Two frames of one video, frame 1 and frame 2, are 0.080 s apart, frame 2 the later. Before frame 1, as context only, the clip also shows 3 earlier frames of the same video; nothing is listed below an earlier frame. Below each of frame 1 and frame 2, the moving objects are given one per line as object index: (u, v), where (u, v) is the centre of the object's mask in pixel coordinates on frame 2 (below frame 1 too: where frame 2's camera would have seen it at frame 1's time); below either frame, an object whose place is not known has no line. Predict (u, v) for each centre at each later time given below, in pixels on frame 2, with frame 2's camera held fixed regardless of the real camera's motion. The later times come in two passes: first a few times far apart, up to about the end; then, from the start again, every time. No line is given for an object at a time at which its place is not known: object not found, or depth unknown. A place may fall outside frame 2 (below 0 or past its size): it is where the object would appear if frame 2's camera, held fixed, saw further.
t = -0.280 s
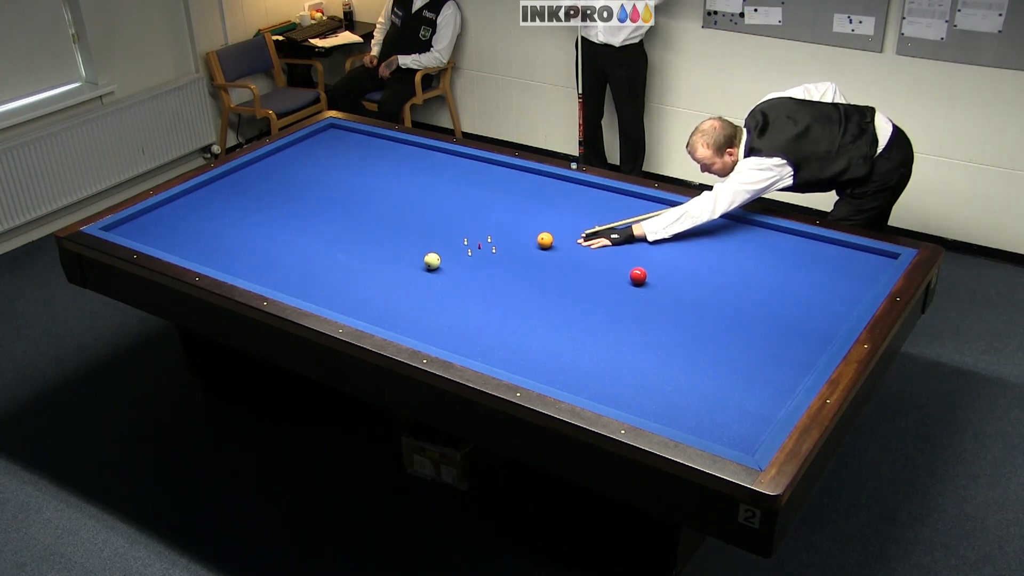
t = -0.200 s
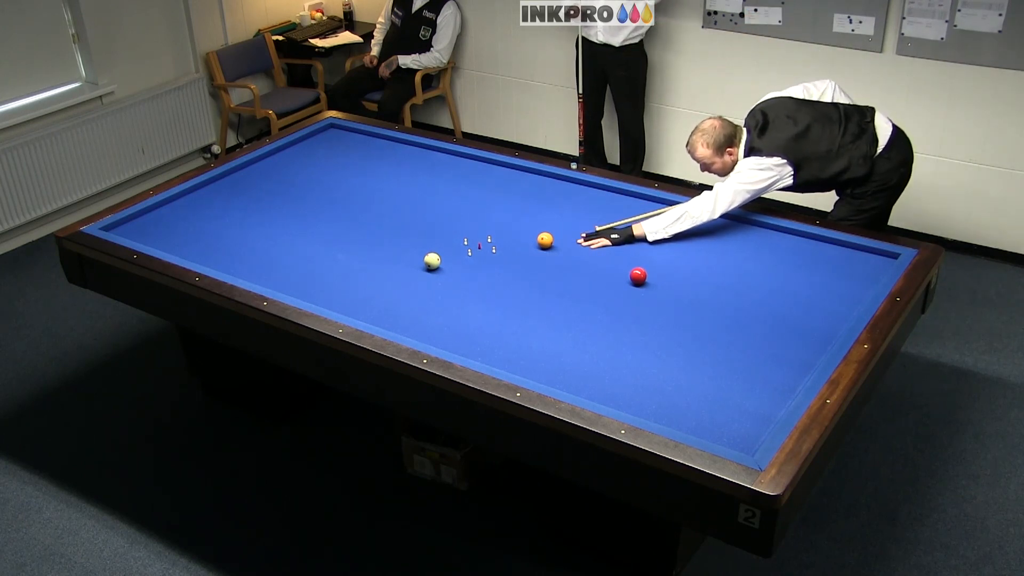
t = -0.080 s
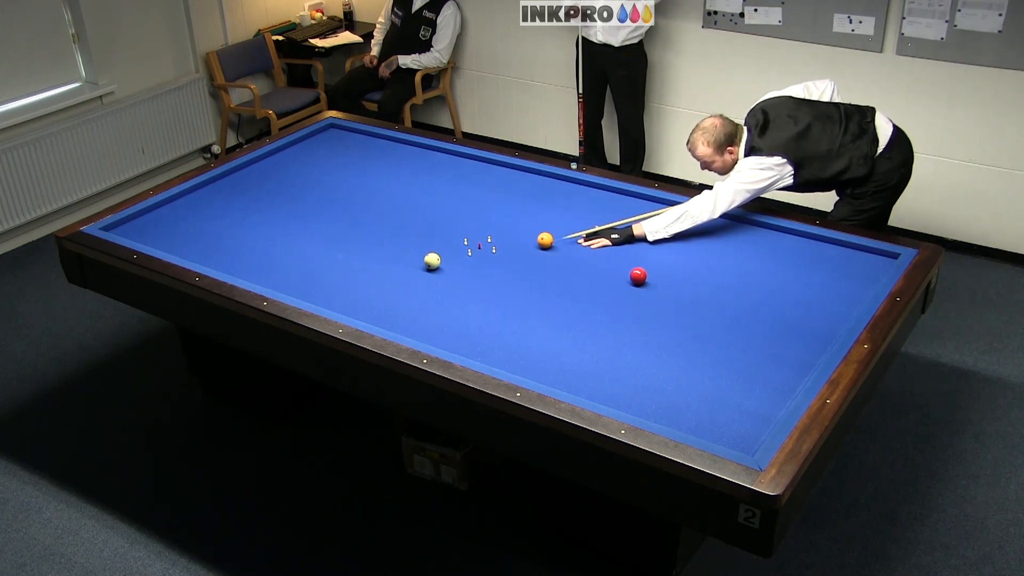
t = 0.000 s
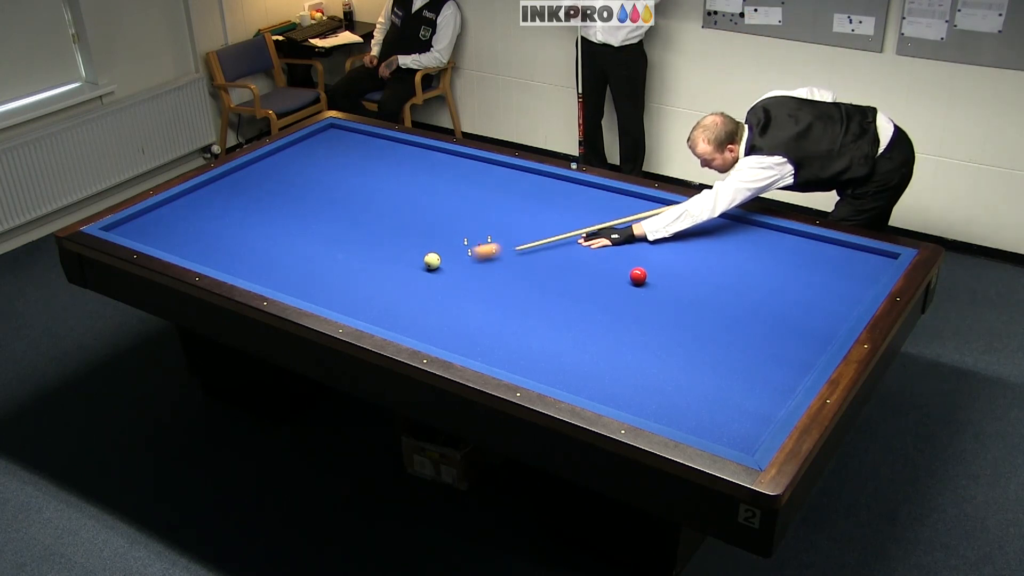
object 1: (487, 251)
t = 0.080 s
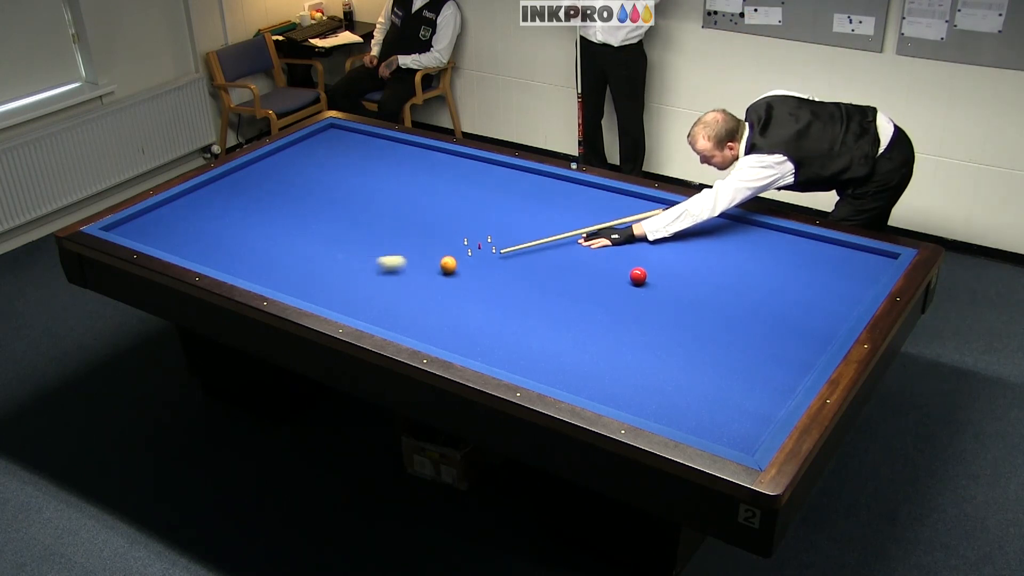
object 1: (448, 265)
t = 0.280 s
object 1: (455, 287)
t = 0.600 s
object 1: (474, 318)
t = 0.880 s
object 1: (491, 347)
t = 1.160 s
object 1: (524, 369)
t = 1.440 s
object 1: (583, 378)
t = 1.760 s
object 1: (652, 388)
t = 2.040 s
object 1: (712, 397)
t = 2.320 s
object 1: (772, 406)
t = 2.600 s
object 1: (765, 385)
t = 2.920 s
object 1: (750, 361)
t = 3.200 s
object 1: (738, 342)
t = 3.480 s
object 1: (728, 325)
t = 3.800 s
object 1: (716, 306)
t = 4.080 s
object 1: (707, 292)
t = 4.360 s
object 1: (699, 278)
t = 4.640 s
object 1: (691, 266)
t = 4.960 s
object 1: (682, 252)
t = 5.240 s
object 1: (676, 242)
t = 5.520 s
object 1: (669, 232)
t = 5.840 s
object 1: (662, 222)
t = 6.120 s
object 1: (657, 214)
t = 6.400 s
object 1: (652, 207)
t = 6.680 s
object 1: (647, 200)
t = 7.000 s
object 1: (637, 199)
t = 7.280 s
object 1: (627, 200)
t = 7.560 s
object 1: (618, 200)
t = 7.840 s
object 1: (611, 201)
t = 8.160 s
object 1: (603, 201)
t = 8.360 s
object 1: (599, 202)
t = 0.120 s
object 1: (449, 270)
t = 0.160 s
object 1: (450, 275)
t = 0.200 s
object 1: (451, 279)
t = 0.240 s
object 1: (453, 283)
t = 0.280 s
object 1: (455, 287)
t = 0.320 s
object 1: (457, 291)
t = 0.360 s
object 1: (459, 294)
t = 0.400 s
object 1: (462, 298)
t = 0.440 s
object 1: (464, 302)
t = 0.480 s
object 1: (467, 306)
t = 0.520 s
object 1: (469, 310)
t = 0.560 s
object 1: (471, 314)
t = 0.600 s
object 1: (474, 318)
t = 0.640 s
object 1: (476, 322)
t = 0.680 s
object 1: (479, 326)
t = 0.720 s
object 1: (481, 330)
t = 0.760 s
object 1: (484, 334)
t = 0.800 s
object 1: (486, 338)
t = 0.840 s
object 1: (489, 343)
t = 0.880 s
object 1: (491, 347)
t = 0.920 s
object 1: (494, 351)
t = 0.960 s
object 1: (497, 355)
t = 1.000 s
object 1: (500, 359)
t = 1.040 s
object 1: (502, 362)
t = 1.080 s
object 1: (506, 365)
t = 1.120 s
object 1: (515, 367)
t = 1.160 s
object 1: (524, 369)
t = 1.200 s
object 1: (532, 371)
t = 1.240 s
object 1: (541, 372)
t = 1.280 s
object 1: (549, 373)
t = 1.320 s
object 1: (558, 374)
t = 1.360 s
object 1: (566, 376)
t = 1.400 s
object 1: (575, 376)
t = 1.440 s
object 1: (583, 378)
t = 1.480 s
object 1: (592, 380)
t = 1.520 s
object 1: (601, 381)
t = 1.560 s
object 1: (609, 382)
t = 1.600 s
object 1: (618, 383)
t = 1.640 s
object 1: (626, 384)
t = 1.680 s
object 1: (635, 386)
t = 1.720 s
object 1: (643, 387)
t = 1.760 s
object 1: (652, 388)
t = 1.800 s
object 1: (661, 390)
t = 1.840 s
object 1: (669, 391)
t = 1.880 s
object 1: (678, 392)
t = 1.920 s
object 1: (686, 393)
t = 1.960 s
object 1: (695, 394)
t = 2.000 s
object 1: (704, 396)
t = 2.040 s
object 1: (712, 397)
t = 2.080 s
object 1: (721, 398)
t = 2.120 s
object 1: (729, 399)
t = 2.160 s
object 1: (737, 401)
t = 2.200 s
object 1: (746, 402)
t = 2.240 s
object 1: (755, 403)
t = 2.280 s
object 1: (763, 404)
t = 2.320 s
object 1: (772, 406)
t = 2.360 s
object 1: (779, 406)
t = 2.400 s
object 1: (776, 403)
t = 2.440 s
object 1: (773, 399)
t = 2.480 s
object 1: (771, 395)
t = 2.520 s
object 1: (769, 392)
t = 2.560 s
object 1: (767, 389)
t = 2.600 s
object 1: (765, 385)
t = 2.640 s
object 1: (763, 382)
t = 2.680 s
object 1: (761, 379)
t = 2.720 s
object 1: (759, 376)
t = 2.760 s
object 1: (757, 373)
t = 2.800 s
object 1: (756, 370)
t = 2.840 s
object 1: (754, 367)
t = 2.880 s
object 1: (752, 364)
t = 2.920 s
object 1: (750, 361)
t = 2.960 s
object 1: (748, 358)
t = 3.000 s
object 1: (747, 355)
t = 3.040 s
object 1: (745, 353)
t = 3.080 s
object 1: (743, 350)
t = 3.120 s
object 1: (742, 348)
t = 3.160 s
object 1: (740, 345)
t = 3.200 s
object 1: (738, 342)
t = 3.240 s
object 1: (737, 339)
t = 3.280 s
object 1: (735, 337)
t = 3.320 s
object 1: (734, 334)
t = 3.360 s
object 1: (732, 332)
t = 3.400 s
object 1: (731, 329)
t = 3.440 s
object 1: (729, 327)
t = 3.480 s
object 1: (728, 325)
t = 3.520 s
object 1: (726, 322)
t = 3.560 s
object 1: (725, 320)
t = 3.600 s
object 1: (723, 318)
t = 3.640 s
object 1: (722, 315)
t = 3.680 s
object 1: (721, 313)
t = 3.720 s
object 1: (719, 311)
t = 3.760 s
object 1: (718, 308)
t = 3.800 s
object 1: (716, 306)
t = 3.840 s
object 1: (715, 304)
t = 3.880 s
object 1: (714, 302)
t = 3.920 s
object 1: (712, 300)
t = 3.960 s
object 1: (711, 298)
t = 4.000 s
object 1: (710, 296)
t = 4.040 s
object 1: (708, 294)
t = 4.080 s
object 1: (707, 292)
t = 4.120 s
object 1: (706, 290)
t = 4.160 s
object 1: (705, 287)
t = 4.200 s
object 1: (704, 286)
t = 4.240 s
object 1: (702, 284)
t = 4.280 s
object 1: (701, 282)
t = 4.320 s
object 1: (700, 280)
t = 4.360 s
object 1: (699, 278)
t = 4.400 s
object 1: (698, 276)
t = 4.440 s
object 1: (696, 274)
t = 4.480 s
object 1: (695, 273)
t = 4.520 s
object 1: (694, 271)
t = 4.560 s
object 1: (693, 269)
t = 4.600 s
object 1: (692, 267)
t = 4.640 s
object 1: (691, 266)
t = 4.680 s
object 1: (690, 264)
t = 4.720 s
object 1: (689, 262)
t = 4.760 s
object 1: (687, 261)
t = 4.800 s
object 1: (687, 259)
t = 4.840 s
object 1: (685, 257)
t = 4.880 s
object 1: (684, 256)
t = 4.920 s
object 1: (683, 254)
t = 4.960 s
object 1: (682, 252)
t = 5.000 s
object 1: (682, 251)
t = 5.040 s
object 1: (680, 250)
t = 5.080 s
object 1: (680, 248)
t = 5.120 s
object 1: (678, 247)
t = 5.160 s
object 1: (678, 245)
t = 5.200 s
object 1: (677, 244)
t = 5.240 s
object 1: (676, 242)
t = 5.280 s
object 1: (675, 241)
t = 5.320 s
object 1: (674, 239)
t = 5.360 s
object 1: (673, 238)
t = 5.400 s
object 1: (672, 237)
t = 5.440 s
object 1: (671, 235)
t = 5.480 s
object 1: (670, 234)
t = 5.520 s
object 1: (669, 232)
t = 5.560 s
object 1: (668, 231)
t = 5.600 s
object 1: (667, 230)
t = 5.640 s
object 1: (667, 229)
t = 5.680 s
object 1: (666, 227)
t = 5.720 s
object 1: (665, 226)
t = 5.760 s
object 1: (664, 225)
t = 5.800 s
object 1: (663, 224)
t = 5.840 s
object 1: (662, 222)
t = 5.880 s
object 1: (662, 221)
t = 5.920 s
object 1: (661, 220)
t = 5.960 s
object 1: (660, 219)
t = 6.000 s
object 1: (659, 218)
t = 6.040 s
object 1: (658, 217)
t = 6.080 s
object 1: (658, 216)
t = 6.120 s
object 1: (657, 214)
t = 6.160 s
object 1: (656, 213)
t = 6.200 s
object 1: (655, 212)
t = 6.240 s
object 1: (655, 211)
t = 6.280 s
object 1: (654, 210)
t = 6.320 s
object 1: (653, 209)
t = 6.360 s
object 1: (653, 208)
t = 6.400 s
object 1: (652, 207)
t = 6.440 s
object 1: (651, 206)
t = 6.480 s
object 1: (650, 205)
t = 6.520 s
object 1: (650, 204)
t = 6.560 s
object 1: (649, 203)
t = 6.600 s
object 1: (648, 202)
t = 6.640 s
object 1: (648, 201)
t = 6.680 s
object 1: (647, 200)
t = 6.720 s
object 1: (647, 199)
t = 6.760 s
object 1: (646, 199)
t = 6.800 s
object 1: (644, 199)
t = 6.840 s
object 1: (643, 199)
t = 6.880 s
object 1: (641, 199)
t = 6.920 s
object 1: (639, 199)
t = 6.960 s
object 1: (638, 199)
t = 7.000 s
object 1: (637, 199)
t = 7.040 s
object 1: (635, 199)
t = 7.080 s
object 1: (634, 199)
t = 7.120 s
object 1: (632, 199)
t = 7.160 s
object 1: (631, 199)
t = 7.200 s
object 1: (630, 200)
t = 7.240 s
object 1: (628, 200)
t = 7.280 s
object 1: (627, 200)
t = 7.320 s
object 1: (626, 200)
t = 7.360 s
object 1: (624, 200)
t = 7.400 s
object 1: (623, 200)
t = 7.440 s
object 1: (622, 200)
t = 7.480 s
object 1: (621, 200)
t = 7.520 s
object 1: (620, 200)
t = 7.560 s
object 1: (618, 200)
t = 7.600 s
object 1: (617, 200)
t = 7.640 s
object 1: (616, 200)
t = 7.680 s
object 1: (615, 200)
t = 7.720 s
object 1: (614, 201)
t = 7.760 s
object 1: (613, 201)
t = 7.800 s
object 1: (612, 201)
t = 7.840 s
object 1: (611, 201)
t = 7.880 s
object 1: (609, 201)
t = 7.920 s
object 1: (608, 201)
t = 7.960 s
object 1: (608, 201)
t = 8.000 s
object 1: (606, 201)
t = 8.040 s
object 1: (605, 201)
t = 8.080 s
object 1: (605, 201)
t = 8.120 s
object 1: (604, 201)
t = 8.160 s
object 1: (603, 201)
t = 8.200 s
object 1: (602, 201)
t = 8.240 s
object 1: (601, 201)
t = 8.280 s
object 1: (600, 202)
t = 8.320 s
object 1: (599, 202)
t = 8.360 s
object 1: (599, 202)
